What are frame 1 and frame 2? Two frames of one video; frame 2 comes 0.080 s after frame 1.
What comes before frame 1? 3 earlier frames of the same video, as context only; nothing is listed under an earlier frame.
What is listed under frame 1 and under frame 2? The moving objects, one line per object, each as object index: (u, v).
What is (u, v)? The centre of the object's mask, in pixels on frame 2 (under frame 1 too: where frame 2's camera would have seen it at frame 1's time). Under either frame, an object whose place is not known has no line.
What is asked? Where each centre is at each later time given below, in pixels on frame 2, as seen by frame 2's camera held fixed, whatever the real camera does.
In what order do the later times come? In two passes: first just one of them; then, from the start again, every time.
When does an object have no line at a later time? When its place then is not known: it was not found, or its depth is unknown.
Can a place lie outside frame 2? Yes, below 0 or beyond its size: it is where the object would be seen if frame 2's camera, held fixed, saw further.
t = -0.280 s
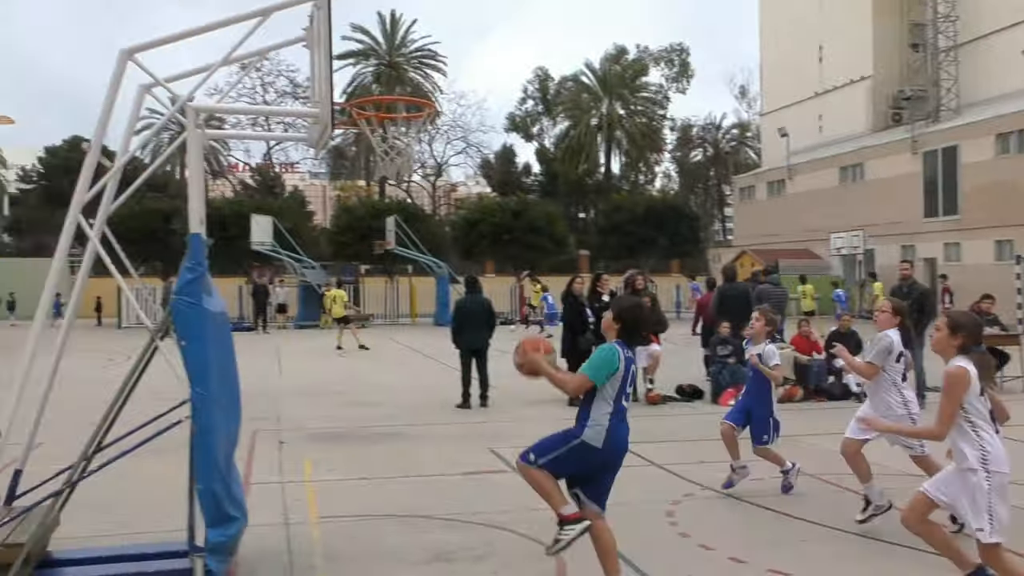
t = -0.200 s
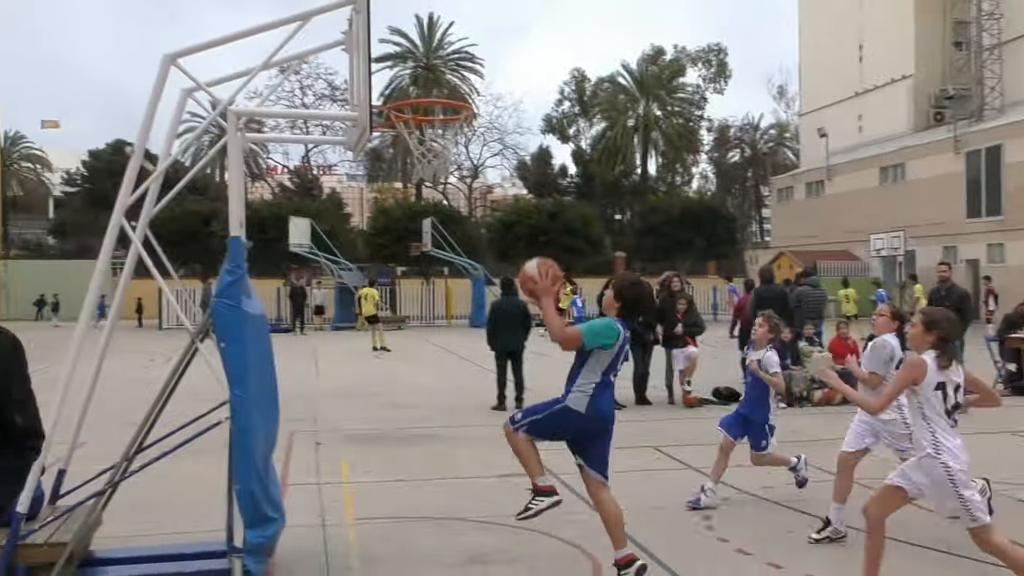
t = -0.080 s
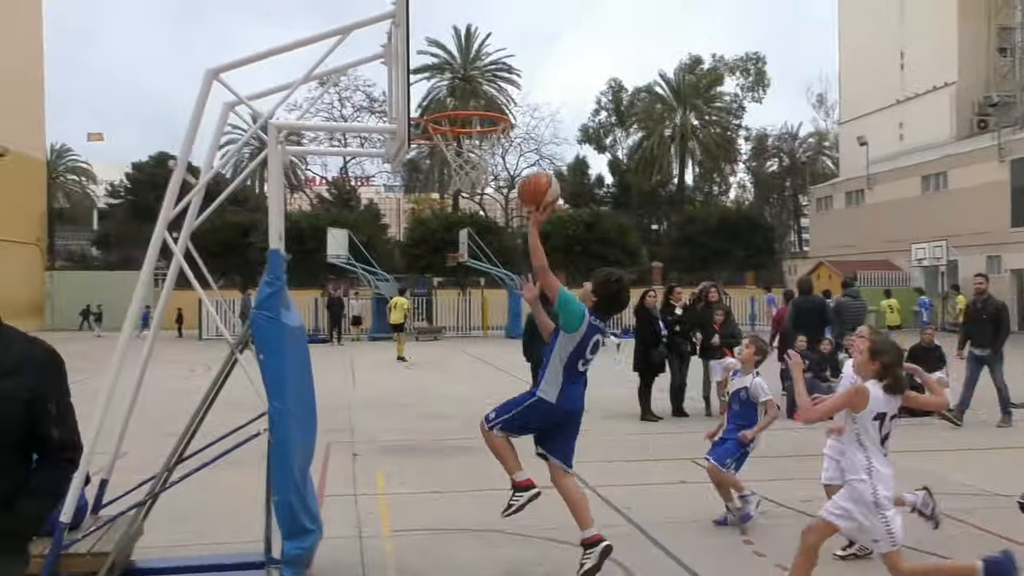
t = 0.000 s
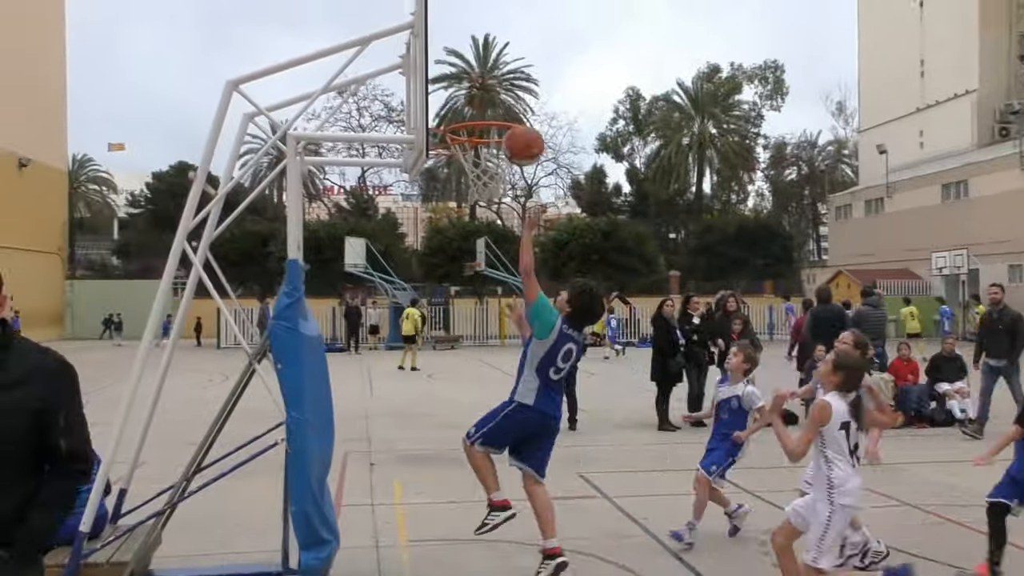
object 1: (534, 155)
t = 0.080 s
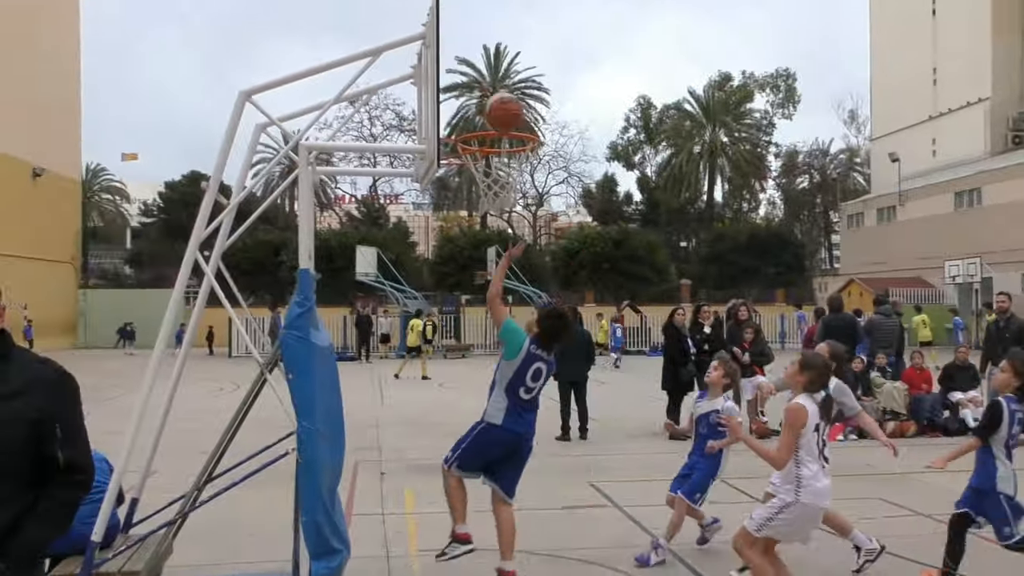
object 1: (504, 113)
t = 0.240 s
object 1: (457, 73)
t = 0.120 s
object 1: (489, 99)
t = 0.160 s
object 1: (473, 85)
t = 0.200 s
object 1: (458, 75)
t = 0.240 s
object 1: (457, 73)
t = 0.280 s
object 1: (467, 75)
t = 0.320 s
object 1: (477, 81)
